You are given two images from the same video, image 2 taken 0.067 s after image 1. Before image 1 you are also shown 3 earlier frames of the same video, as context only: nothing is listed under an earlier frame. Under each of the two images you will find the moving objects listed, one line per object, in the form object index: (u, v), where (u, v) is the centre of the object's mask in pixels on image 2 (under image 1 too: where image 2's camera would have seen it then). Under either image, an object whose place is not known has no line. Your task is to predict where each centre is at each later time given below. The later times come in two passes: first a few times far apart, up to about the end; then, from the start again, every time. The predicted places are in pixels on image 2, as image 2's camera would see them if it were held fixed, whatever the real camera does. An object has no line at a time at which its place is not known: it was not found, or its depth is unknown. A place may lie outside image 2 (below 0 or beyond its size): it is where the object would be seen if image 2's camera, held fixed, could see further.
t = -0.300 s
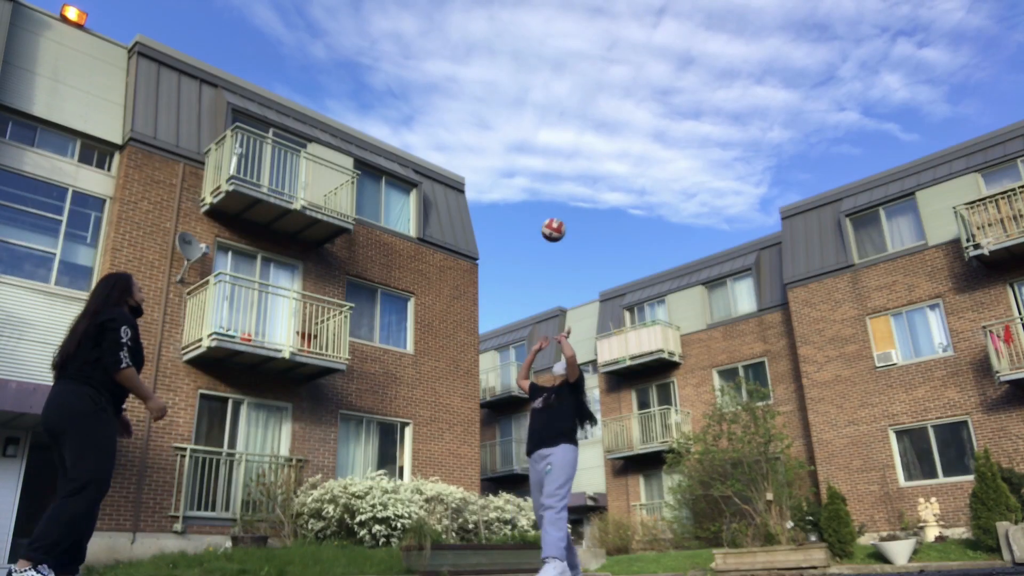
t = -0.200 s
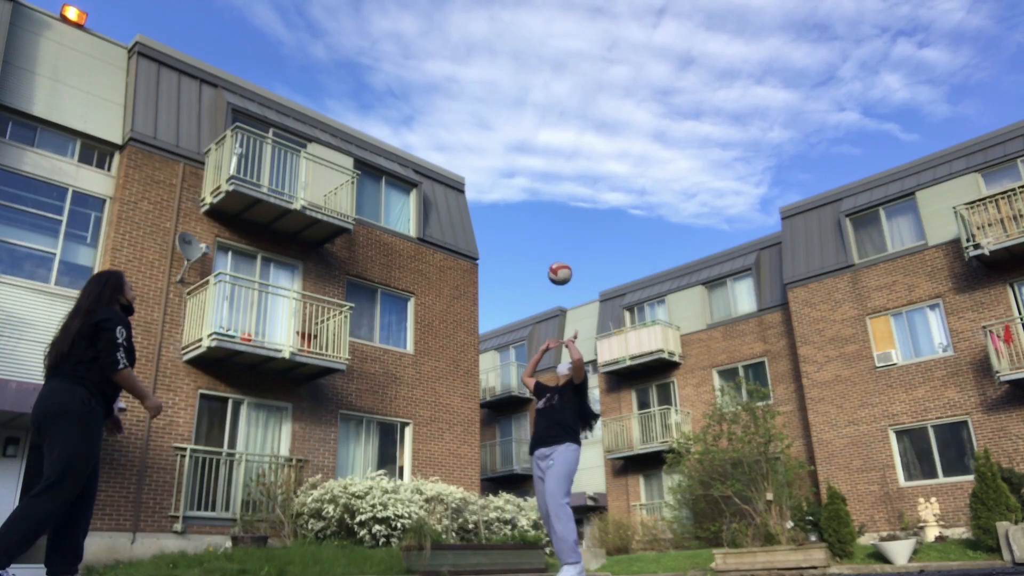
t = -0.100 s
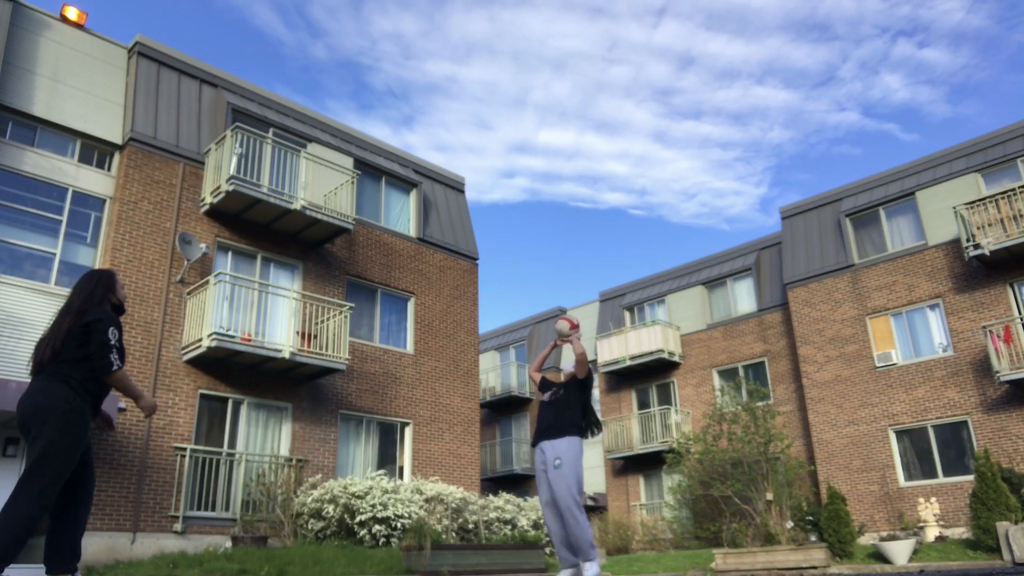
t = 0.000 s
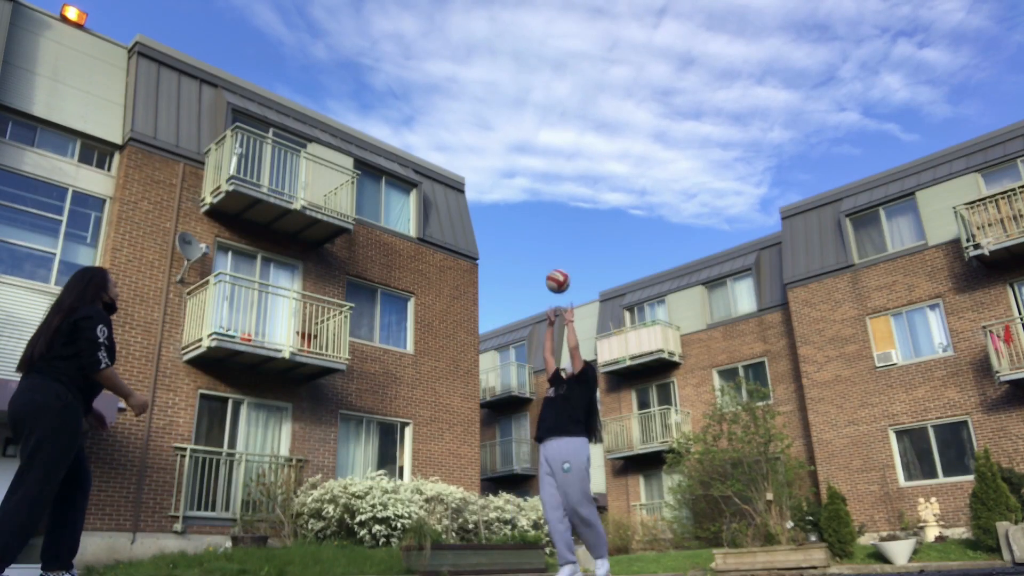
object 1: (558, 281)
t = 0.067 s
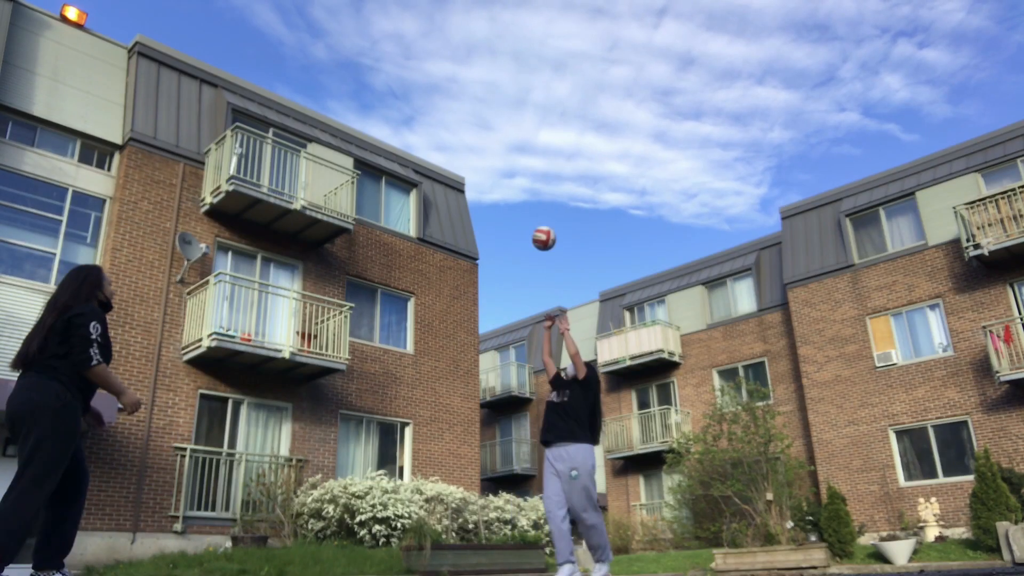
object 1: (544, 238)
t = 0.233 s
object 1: (512, 158)
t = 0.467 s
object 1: (471, 96)
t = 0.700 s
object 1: (432, 86)
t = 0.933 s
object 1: (391, 127)
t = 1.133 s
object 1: (354, 208)
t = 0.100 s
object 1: (537, 220)
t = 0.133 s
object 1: (531, 203)
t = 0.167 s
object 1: (524, 187)
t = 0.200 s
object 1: (518, 172)
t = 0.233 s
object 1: (512, 158)
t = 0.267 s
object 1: (506, 146)
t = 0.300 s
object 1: (500, 135)
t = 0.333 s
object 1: (495, 125)
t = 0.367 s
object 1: (489, 116)
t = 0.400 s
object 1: (483, 109)
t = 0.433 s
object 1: (477, 102)
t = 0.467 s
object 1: (471, 96)
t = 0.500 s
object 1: (466, 92)
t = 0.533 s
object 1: (460, 88)
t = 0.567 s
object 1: (454, 86)
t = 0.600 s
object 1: (449, 84)
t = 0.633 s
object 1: (443, 84)
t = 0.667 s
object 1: (437, 85)
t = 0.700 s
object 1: (432, 86)
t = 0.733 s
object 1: (426, 89)
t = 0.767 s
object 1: (421, 93)
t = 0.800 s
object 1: (415, 98)
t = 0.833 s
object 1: (409, 104)
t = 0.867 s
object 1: (403, 110)
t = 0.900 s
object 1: (397, 118)
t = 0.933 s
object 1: (391, 127)
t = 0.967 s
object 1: (385, 138)
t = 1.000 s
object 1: (379, 149)
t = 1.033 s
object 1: (372, 161)
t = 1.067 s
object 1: (366, 175)
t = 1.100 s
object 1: (360, 190)
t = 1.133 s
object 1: (354, 208)
